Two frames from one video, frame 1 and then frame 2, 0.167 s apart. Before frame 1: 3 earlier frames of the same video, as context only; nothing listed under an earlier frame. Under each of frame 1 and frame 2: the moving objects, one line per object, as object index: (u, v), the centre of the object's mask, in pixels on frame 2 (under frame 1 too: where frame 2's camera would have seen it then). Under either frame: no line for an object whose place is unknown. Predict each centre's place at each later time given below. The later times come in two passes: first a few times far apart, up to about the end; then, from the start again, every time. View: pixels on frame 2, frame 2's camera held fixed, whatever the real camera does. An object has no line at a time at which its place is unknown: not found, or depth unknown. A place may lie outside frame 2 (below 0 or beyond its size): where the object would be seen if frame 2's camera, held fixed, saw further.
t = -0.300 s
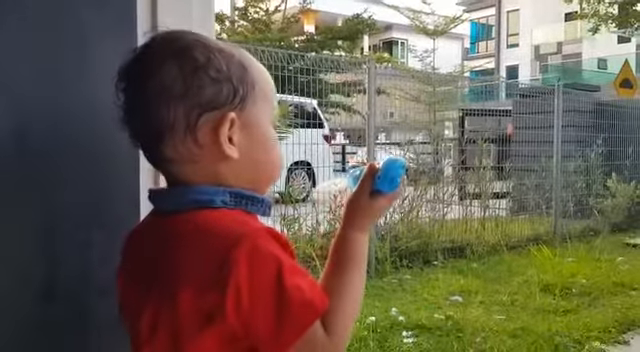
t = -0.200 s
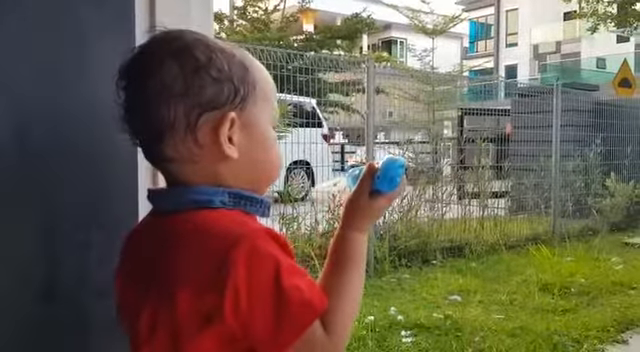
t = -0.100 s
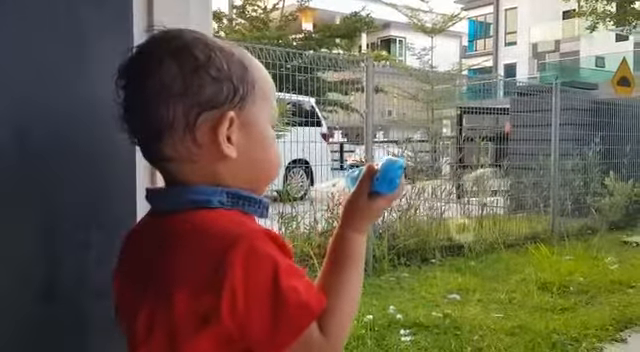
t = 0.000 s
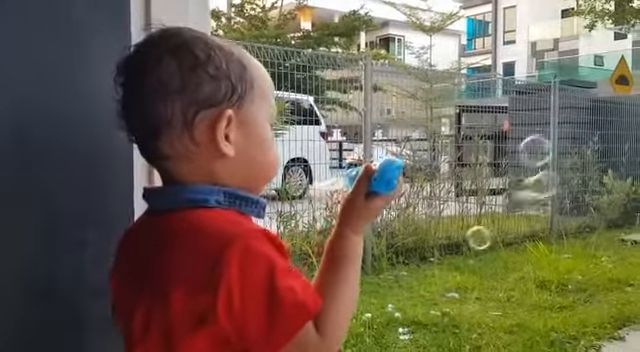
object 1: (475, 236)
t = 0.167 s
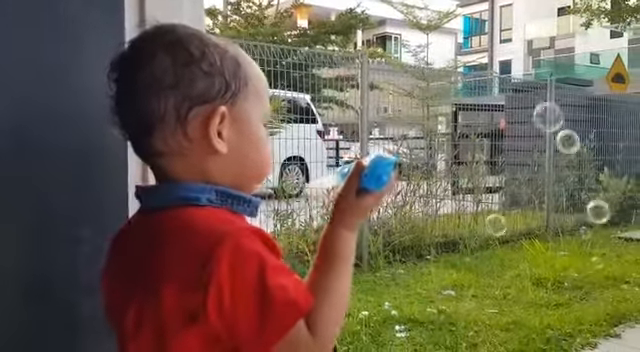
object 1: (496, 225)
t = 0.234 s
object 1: (503, 212)
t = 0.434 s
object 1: (529, 174)
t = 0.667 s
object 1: (543, 157)
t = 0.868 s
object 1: (538, 158)
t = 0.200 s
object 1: (499, 219)
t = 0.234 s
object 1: (503, 212)
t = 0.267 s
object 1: (506, 203)
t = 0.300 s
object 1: (509, 196)
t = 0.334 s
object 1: (514, 190)
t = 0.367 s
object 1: (519, 183)
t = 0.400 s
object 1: (524, 178)
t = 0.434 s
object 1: (529, 174)
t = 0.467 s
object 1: (533, 170)
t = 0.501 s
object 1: (536, 167)
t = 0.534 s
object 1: (538, 165)
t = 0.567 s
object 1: (540, 163)
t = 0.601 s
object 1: (541, 160)
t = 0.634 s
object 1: (542, 159)
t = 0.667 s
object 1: (543, 157)
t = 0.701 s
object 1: (543, 157)
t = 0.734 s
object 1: (543, 156)
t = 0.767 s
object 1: (542, 156)
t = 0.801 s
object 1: (542, 156)
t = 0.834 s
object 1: (540, 157)
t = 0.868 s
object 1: (538, 158)
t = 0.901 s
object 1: (537, 160)
